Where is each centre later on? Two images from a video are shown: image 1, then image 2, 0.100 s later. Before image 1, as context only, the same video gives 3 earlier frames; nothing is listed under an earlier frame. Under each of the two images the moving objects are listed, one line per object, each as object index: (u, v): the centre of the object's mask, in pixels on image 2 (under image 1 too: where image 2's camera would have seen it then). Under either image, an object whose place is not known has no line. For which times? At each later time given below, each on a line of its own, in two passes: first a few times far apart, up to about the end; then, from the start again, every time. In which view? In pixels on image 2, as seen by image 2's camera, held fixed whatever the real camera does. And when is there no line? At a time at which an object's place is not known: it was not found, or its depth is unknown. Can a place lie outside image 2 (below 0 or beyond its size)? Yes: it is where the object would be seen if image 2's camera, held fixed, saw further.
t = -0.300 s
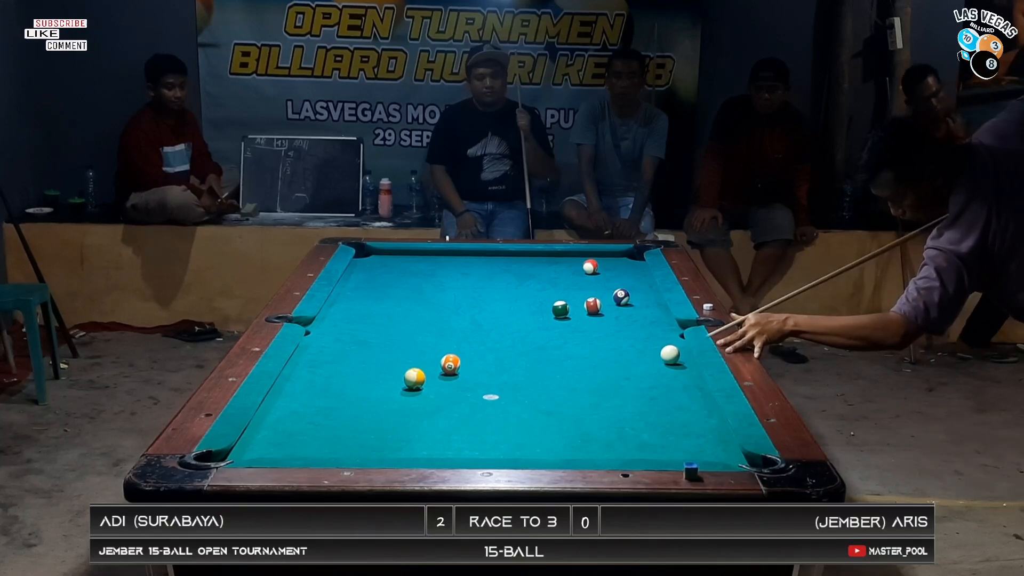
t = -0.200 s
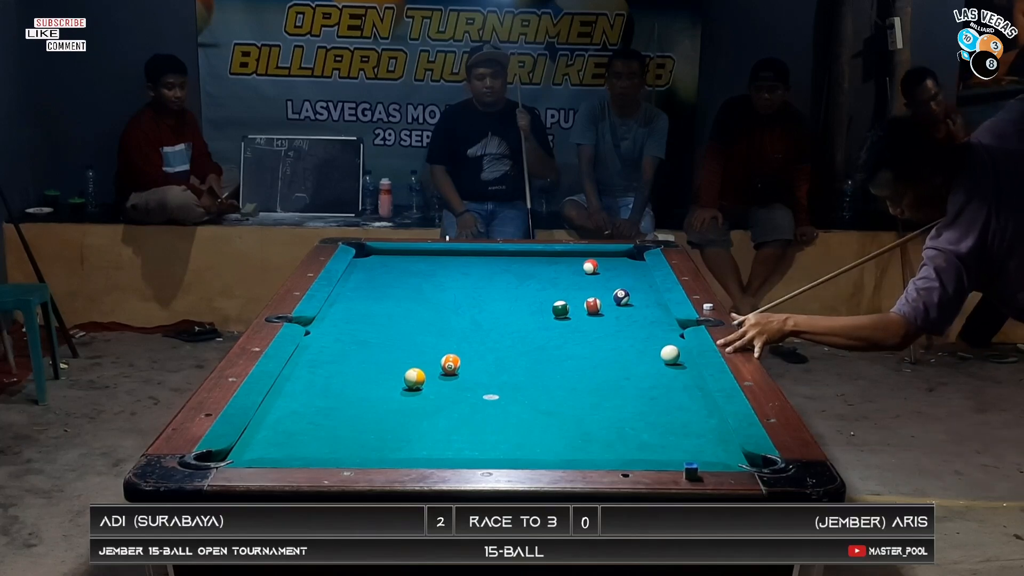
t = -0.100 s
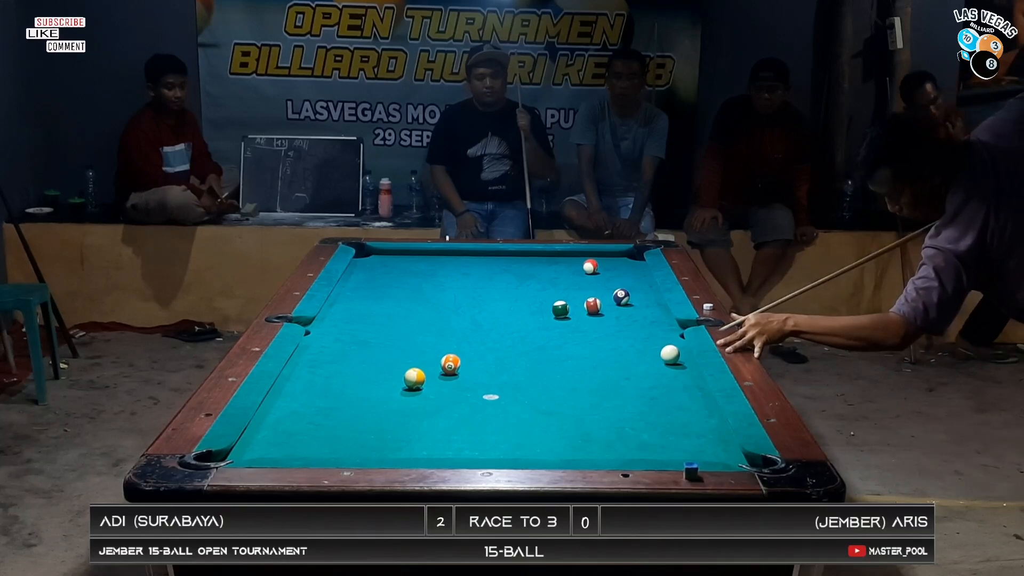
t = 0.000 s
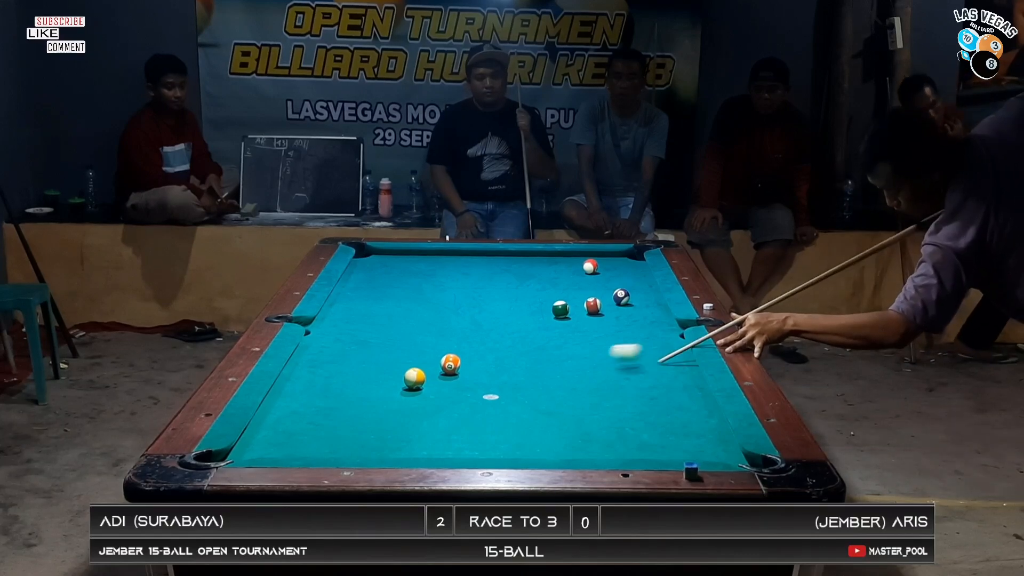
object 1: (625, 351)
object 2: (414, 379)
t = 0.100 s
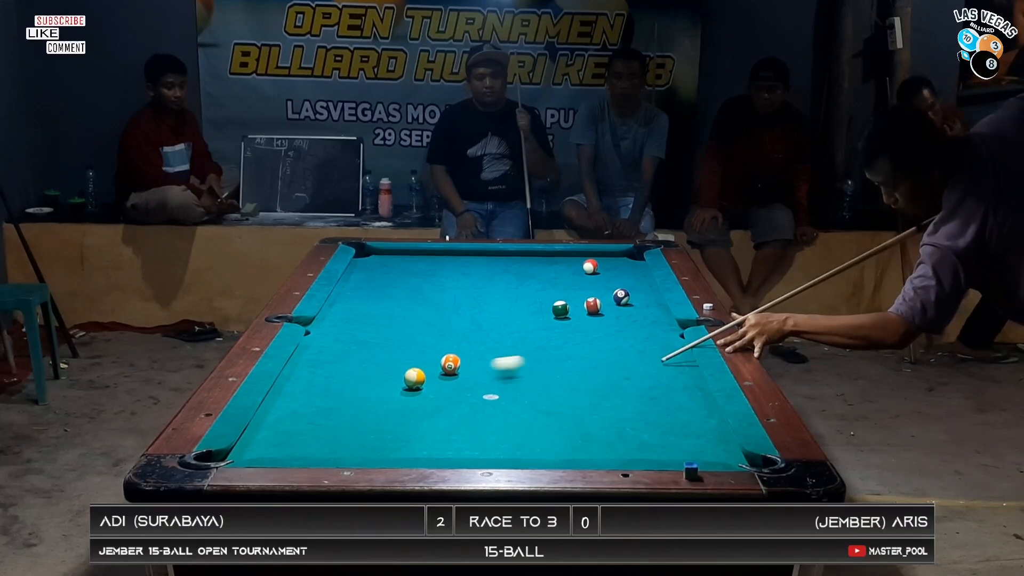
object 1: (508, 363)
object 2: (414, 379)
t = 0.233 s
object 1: (399, 366)
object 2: (380, 390)
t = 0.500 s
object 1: (308, 347)
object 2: (257, 432)
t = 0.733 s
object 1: (374, 332)
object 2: (303, 450)
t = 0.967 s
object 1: (431, 320)
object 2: (368, 445)
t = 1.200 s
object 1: (481, 308)
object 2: (427, 432)
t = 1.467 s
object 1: (531, 296)
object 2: (488, 419)
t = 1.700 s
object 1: (570, 288)
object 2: (535, 409)
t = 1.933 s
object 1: (604, 280)
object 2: (578, 400)
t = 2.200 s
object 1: (640, 272)
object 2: (621, 391)
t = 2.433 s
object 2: (656, 384)
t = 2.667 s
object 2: (687, 379)
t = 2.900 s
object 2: (677, 375)
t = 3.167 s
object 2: (656, 370)
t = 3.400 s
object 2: (641, 368)
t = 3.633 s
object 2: (629, 366)
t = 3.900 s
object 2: (620, 365)
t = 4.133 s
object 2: (614, 364)
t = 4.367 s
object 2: (611, 364)
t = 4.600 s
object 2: (611, 364)
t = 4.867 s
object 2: (612, 365)
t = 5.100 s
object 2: (612, 365)
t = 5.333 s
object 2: (612, 364)
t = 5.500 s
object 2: (612, 364)
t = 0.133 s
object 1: (471, 367)
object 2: (414, 379)
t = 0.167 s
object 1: (433, 370)
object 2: (414, 379)
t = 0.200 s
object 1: (414, 368)
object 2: (398, 383)
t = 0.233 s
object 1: (399, 366)
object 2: (380, 390)
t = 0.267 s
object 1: (386, 364)
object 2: (363, 395)
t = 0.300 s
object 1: (373, 362)
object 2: (348, 400)
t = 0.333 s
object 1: (360, 359)
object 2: (332, 406)
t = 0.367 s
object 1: (348, 356)
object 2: (317, 410)
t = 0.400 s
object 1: (336, 354)
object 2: (301, 415)
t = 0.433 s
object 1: (324, 351)
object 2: (284, 421)
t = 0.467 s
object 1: (313, 349)
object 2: (268, 427)
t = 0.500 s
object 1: (308, 347)
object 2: (257, 432)
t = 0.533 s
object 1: (319, 345)
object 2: (264, 435)
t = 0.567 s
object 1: (329, 342)
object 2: (271, 438)
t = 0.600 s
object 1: (338, 340)
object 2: (277, 442)
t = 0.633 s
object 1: (347, 338)
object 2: (283, 445)
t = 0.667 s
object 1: (357, 336)
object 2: (290, 447)
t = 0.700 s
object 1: (365, 334)
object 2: (296, 449)
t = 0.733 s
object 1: (374, 332)
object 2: (303, 450)
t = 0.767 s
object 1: (383, 330)
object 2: (311, 452)
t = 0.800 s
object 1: (391, 329)
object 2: (321, 451)
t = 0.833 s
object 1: (399, 327)
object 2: (331, 449)
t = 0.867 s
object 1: (408, 324)
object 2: (340, 448)
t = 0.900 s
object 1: (416, 323)
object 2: (350, 447)
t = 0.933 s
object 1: (424, 322)
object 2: (359, 446)
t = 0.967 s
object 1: (431, 320)
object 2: (368, 445)
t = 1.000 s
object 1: (439, 318)
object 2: (376, 443)
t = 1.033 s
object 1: (446, 316)
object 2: (385, 441)
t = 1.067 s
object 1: (453, 314)
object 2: (394, 440)
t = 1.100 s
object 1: (460, 313)
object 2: (403, 438)
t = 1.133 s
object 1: (467, 311)
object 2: (411, 436)
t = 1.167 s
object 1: (474, 310)
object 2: (419, 434)
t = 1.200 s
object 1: (481, 308)
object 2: (427, 432)
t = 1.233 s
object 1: (488, 307)
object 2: (435, 430)
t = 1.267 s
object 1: (494, 305)
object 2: (443, 429)
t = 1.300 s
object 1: (501, 303)
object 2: (451, 427)
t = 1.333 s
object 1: (507, 302)
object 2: (459, 425)
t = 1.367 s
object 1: (513, 301)
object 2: (466, 424)
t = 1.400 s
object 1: (519, 299)
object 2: (473, 422)
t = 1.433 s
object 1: (525, 298)
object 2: (481, 421)
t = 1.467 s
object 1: (531, 296)
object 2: (488, 419)
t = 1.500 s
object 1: (537, 295)
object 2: (495, 418)
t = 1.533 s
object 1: (543, 294)
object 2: (502, 416)
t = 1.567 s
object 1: (548, 292)
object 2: (509, 415)
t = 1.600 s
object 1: (553, 291)
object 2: (516, 413)
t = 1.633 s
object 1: (559, 290)
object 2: (522, 412)
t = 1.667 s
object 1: (564, 289)
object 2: (529, 410)
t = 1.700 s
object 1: (570, 288)
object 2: (535, 409)
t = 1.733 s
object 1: (575, 286)
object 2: (542, 407)
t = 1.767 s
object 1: (580, 285)
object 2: (548, 406)
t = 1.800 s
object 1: (585, 284)
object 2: (554, 405)
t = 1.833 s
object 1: (590, 283)
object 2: (560, 404)
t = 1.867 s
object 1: (595, 282)
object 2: (566, 402)
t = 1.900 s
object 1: (600, 281)
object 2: (572, 401)
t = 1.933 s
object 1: (604, 280)
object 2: (578, 400)
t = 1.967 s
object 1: (609, 279)
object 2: (584, 399)
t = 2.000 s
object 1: (614, 278)
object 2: (589, 398)
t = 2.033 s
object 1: (618, 277)
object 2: (595, 396)
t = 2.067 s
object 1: (623, 276)
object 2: (600, 395)
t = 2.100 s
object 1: (627, 275)
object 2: (606, 394)
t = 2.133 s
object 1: (632, 274)
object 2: (611, 393)
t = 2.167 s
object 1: (636, 273)
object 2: (616, 392)
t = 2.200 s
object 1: (640, 272)
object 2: (621, 391)
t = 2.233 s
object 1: (644, 271)
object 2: (627, 390)
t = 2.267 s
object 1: (641, 271)
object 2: (632, 389)
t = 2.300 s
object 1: (638, 270)
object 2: (637, 388)
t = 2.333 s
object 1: (635, 270)
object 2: (642, 387)
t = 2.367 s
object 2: (646, 386)
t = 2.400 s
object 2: (651, 385)
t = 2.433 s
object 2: (656, 384)
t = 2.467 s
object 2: (660, 384)
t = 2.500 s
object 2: (665, 383)
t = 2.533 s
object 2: (669, 382)
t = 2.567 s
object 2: (674, 381)
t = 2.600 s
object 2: (678, 380)
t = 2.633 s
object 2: (683, 380)
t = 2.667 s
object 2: (687, 379)
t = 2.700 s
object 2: (691, 378)
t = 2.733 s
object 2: (693, 377)
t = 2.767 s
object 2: (690, 377)
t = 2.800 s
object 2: (687, 376)
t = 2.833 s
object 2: (683, 376)
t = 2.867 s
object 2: (680, 375)
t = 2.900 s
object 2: (677, 375)
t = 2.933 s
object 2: (675, 374)
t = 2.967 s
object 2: (672, 374)
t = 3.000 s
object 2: (669, 373)
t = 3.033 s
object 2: (666, 372)
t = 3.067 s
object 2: (664, 372)
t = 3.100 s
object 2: (661, 371)
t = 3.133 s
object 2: (659, 371)
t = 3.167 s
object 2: (656, 370)
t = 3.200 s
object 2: (654, 370)
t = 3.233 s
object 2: (652, 370)
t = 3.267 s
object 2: (649, 369)
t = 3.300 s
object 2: (647, 369)
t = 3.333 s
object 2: (645, 369)
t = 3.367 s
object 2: (643, 368)
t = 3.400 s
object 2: (641, 368)
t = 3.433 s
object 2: (639, 367)
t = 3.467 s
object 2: (637, 367)
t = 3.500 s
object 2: (636, 367)
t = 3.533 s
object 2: (634, 367)
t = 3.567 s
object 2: (632, 366)
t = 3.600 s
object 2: (631, 366)
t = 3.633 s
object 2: (629, 366)
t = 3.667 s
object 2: (628, 366)
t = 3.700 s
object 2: (626, 365)
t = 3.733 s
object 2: (625, 365)
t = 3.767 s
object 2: (624, 365)
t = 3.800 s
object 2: (623, 365)
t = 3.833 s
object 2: (622, 365)
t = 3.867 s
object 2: (621, 365)
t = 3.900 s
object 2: (620, 365)
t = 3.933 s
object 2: (619, 365)
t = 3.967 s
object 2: (618, 364)
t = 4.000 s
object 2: (617, 364)
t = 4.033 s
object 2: (616, 364)
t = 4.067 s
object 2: (615, 364)
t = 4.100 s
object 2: (615, 364)
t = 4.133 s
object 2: (614, 364)
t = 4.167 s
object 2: (614, 364)
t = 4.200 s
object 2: (613, 364)
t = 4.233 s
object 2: (612, 364)
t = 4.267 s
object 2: (612, 364)
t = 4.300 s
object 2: (612, 364)
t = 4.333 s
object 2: (611, 364)
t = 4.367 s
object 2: (611, 364)
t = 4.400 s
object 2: (611, 364)
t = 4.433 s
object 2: (611, 364)
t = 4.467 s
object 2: (611, 364)
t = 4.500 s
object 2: (611, 364)
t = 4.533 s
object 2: (611, 364)
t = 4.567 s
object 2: (611, 365)
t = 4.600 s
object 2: (611, 364)
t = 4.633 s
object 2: (612, 364)
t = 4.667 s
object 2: (612, 365)
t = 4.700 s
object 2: (612, 365)
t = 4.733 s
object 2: (612, 365)
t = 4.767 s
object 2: (612, 365)
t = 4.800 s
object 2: (612, 365)
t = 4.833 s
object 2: (612, 365)
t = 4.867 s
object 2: (612, 365)
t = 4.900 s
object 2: (612, 365)
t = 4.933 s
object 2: (612, 365)
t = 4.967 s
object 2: (612, 365)
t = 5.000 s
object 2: (612, 365)
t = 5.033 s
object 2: (612, 365)
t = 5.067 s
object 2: (612, 365)
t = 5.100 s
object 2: (612, 365)
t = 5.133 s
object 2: (612, 365)
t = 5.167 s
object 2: (612, 365)
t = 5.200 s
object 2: (612, 365)
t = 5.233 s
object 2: (612, 365)
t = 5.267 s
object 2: (612, 365)
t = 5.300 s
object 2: (612, 365)
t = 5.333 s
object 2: (612, 364)
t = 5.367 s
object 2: (612, 365)
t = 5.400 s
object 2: (612, 364)
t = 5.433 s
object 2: (612, 364)
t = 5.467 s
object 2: (612, 364)
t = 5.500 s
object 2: (612, 364)
